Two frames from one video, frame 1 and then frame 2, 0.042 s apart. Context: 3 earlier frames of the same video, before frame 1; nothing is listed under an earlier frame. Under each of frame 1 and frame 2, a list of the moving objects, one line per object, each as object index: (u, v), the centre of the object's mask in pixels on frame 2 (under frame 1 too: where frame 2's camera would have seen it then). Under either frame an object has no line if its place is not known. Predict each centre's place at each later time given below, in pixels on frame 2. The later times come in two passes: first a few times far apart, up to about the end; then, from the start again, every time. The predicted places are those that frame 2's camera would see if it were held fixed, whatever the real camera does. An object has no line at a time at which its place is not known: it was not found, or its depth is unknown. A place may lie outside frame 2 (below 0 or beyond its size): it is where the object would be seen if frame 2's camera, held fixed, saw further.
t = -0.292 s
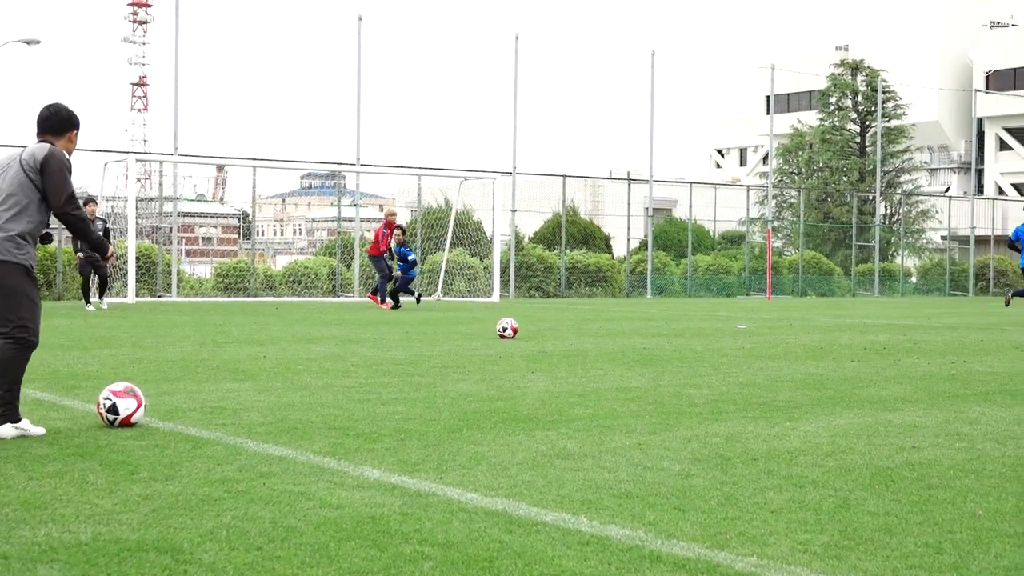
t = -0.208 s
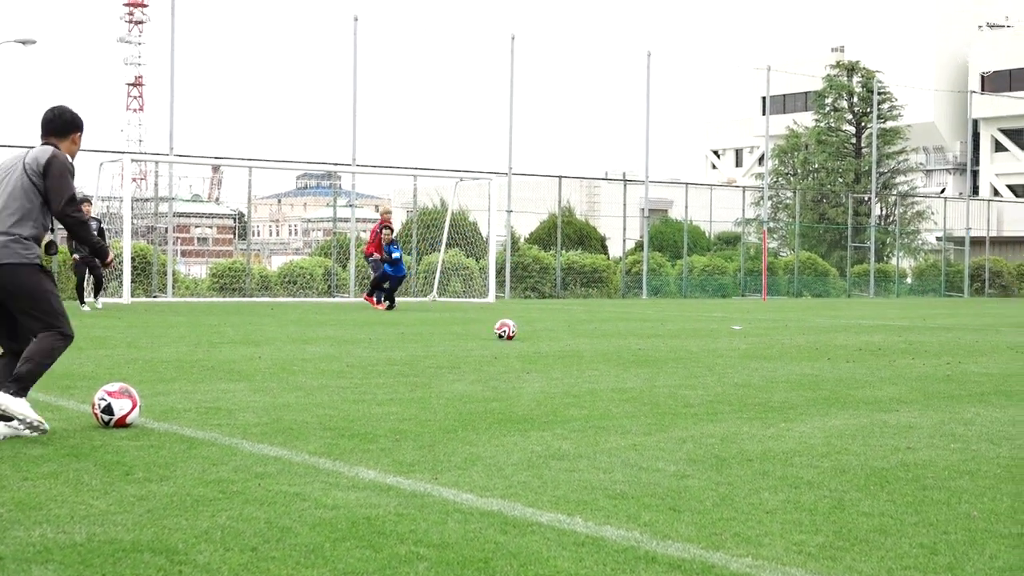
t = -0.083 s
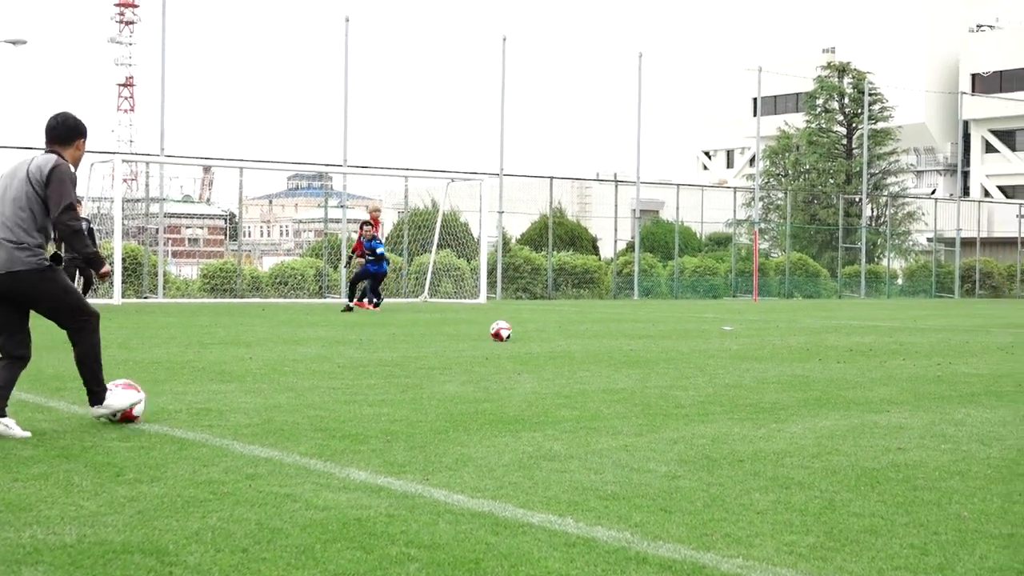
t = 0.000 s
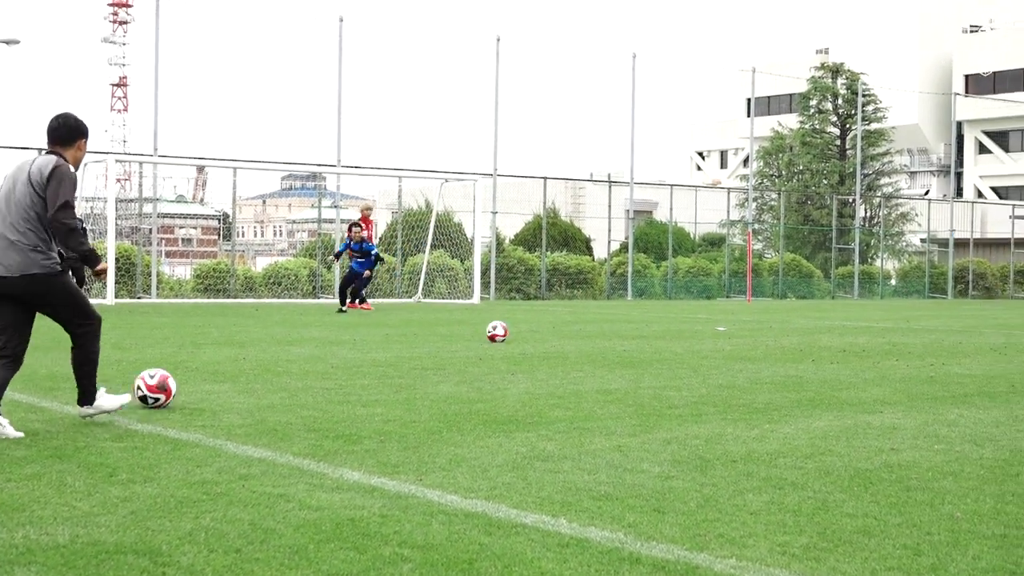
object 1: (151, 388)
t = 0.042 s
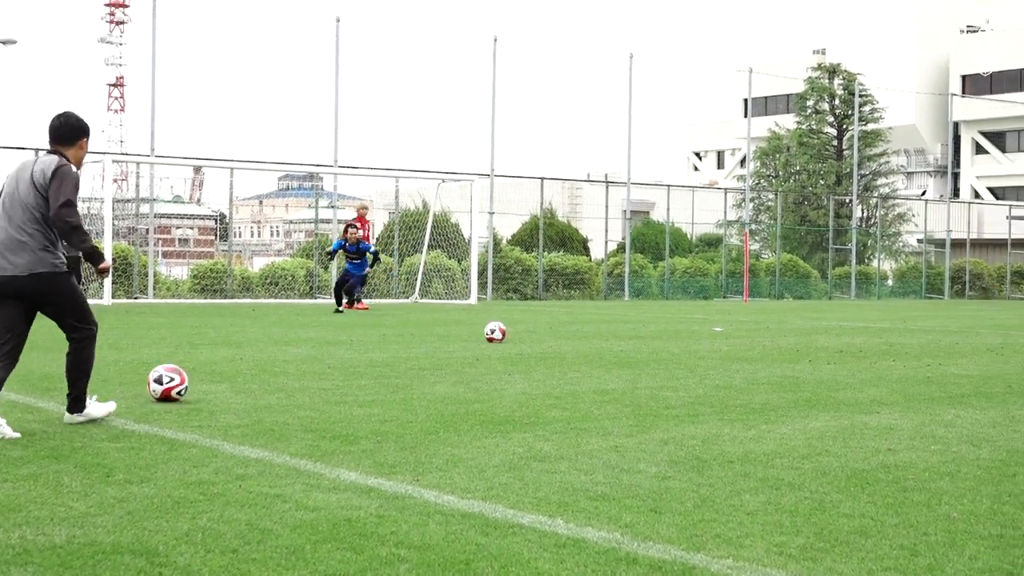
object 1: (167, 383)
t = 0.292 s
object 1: (234, 361)
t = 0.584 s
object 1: (277, 348)
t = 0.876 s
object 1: (307, 338)
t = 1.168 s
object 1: (332, 331)
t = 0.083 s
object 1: (182, 378)
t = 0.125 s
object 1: (195, 374)
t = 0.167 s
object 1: (206, 371)
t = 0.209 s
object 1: (216, 366)
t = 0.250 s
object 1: (225, 363)
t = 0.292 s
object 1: (234, 361)
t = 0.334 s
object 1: (241, 358)
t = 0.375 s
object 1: (248, 355)
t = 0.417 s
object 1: (255, 354)
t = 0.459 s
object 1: (261, 352)
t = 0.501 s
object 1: (266, 349)
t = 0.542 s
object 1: (271, 348)
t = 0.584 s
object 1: (277, 348)
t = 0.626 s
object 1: (281, 346)
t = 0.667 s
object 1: (286, 344)
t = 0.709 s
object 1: (290, 343)
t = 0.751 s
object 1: (295, 341)
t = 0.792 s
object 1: (299, 340)
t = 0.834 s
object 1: (303, 339)
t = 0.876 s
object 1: (307, 338)
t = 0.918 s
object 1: (311, 336)
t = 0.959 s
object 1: (315, 336)
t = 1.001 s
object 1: (319, 335)
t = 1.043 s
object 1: (322, 334)
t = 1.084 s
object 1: (325, 333)
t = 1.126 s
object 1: (329, 333)
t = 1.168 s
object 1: (332, 331)
